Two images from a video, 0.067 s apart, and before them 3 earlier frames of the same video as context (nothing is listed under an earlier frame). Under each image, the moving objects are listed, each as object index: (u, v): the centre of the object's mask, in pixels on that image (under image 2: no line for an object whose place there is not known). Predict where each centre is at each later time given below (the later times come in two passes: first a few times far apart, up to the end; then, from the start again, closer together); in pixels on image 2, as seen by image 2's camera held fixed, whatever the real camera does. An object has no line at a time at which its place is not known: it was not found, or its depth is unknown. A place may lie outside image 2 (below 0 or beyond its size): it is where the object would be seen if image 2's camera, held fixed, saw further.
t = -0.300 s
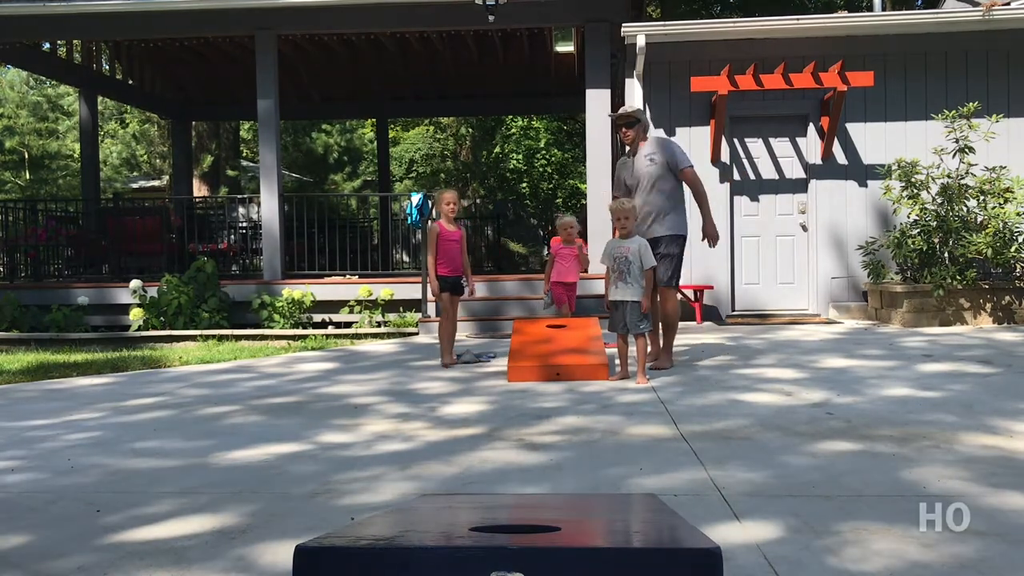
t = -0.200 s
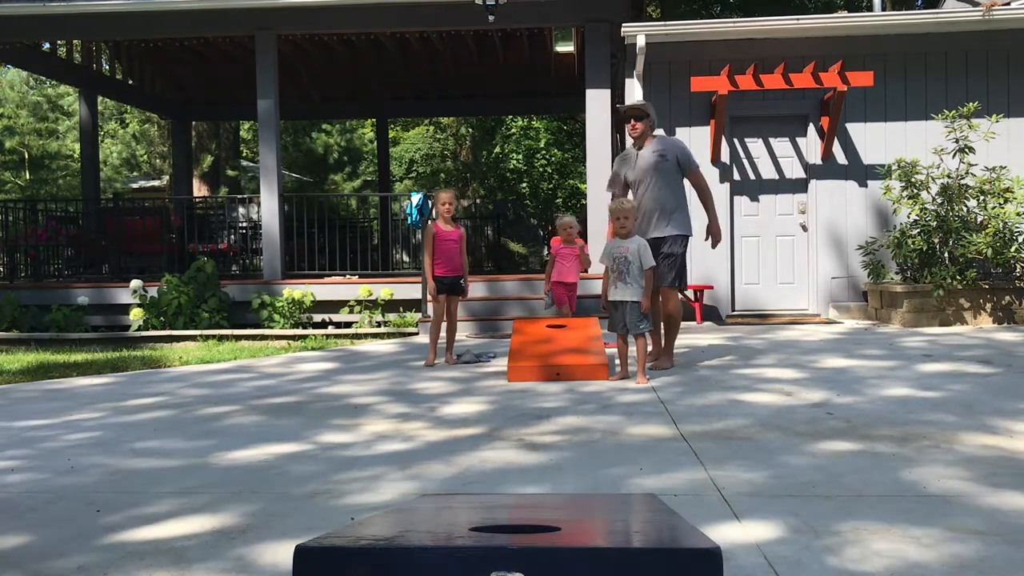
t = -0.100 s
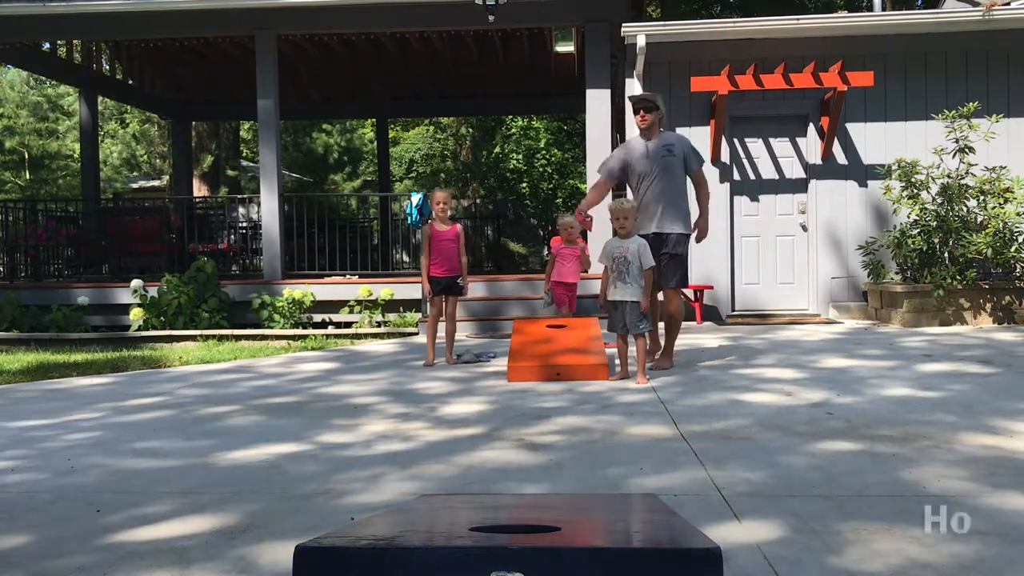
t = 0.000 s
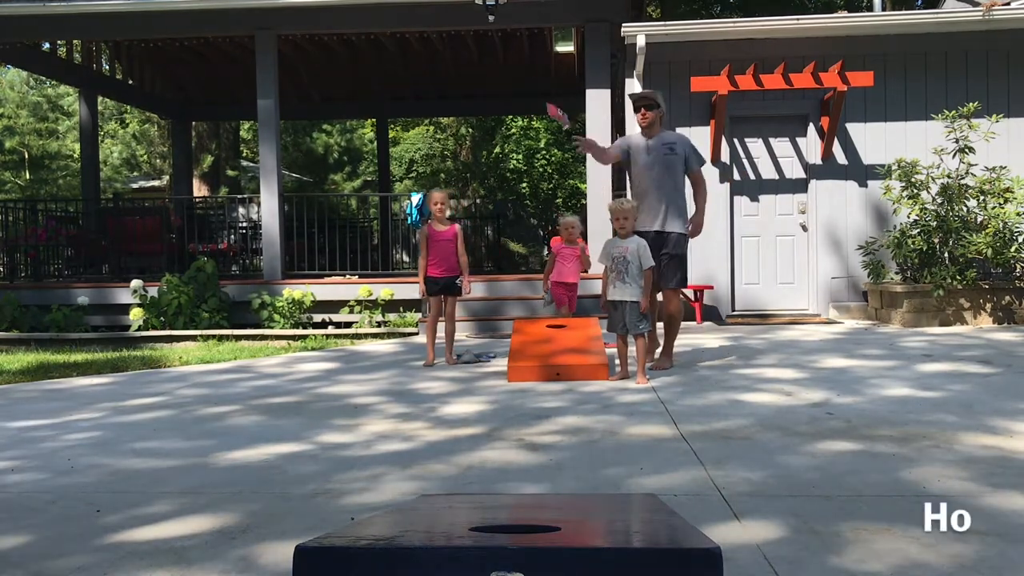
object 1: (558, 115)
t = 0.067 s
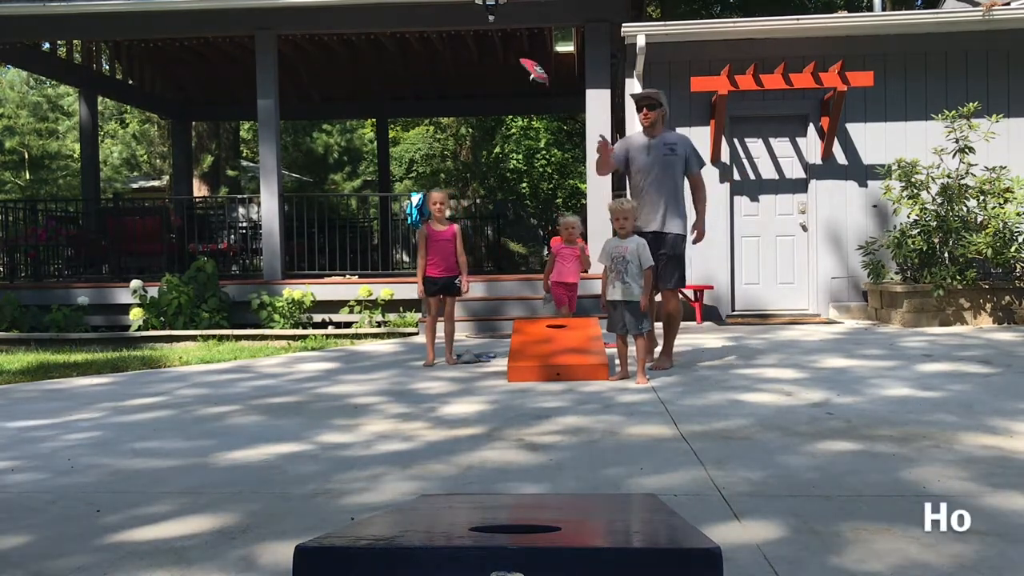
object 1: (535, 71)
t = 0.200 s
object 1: (473, 83)
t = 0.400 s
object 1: (311, 516)
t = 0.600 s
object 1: (282, 534)
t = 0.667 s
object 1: (283, 534)
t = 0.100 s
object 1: (521, 59)
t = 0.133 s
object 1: (507, 56)
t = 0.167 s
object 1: (490, 63)
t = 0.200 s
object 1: (473, 83)
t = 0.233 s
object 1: (452, 117)
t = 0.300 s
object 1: (404, 240)
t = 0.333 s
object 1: (375, 343)
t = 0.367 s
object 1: (340, 479)
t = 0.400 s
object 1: (311, 516)
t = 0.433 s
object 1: (292, 510)
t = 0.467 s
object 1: (281, 511)
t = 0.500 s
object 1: (273, 520)
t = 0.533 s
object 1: (274, 527)
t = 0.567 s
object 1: (279, 531)
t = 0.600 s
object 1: (282, 534)
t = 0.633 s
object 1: (283, 534)
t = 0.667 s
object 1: (283, 534)
